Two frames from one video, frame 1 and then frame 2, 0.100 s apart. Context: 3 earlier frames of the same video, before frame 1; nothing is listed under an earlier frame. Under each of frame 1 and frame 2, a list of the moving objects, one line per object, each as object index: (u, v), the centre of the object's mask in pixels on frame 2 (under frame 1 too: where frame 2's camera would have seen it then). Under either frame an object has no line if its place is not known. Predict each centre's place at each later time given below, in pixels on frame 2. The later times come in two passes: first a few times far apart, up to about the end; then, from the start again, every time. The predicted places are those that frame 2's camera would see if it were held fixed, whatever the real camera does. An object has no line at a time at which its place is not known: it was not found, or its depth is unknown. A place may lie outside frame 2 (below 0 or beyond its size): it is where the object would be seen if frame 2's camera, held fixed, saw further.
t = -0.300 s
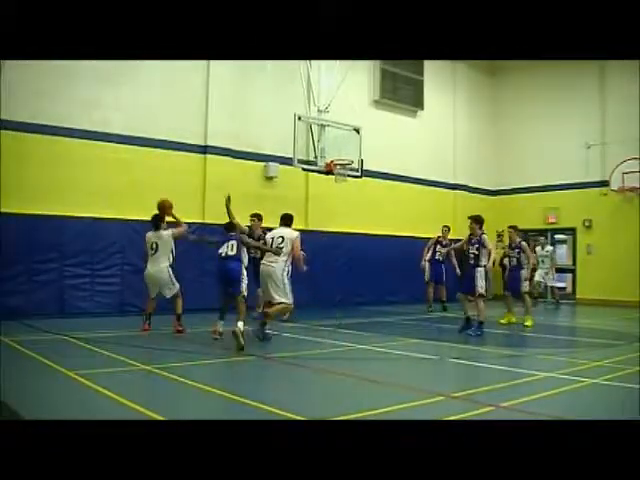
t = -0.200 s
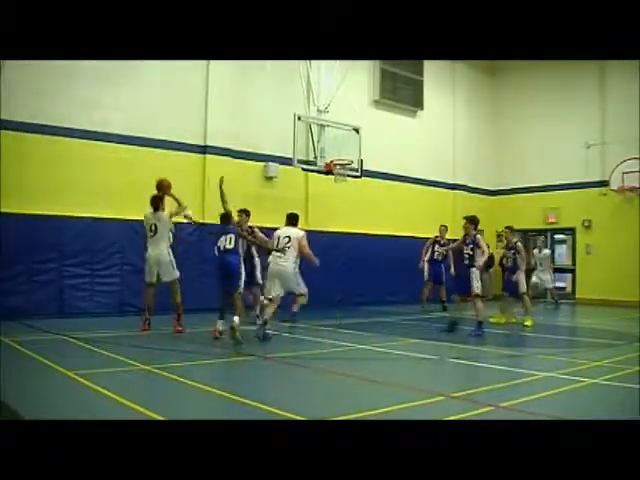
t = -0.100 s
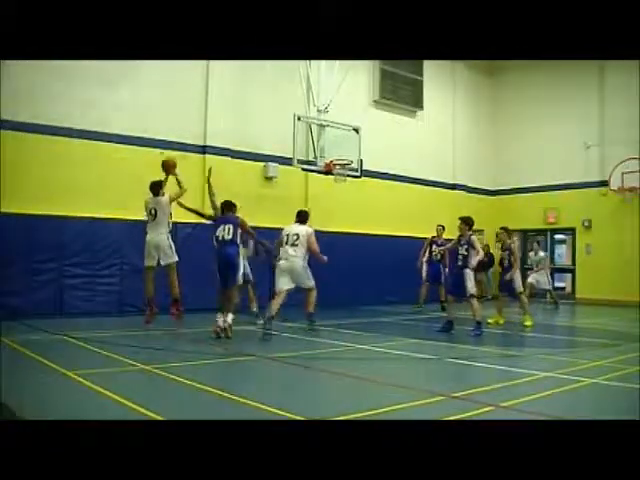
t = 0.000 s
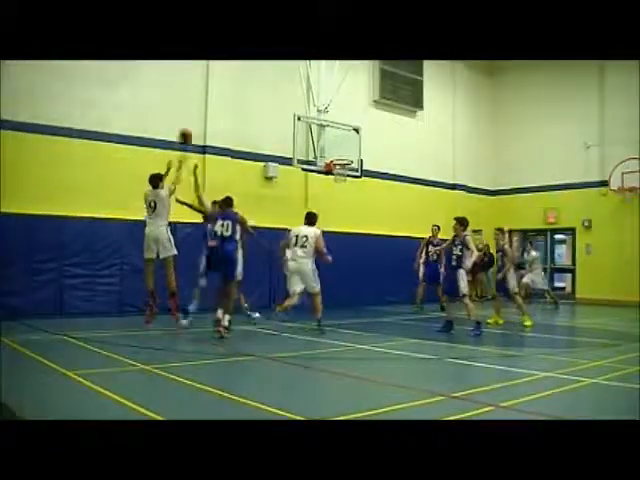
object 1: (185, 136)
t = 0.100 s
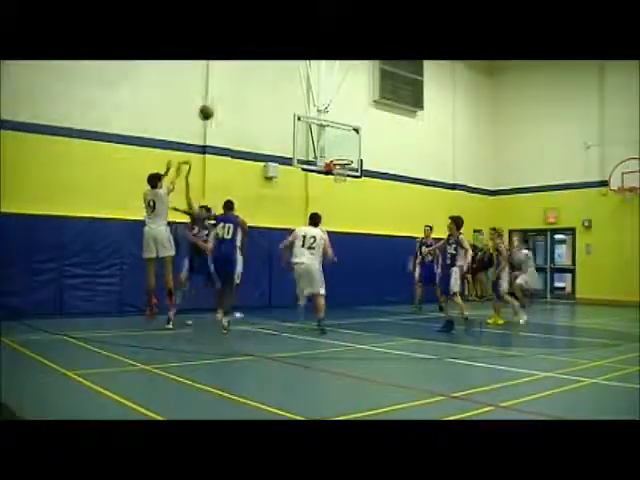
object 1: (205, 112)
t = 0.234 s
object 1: (231, 92)
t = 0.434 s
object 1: (263, 83)
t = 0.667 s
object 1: (295, 101)
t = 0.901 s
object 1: (322, 142)
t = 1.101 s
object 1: (308, 136)
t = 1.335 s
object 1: (294, 125)
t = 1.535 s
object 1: (285, 136)
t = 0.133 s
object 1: (212, 106)
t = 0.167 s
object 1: (218, 101)
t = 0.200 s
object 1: (224, 96)
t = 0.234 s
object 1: (231, 92)
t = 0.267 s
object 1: (236, 89)
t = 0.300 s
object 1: (242, 87)
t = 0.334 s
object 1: (247, 85)
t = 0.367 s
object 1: (252, 84)
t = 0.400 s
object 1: (258, 84)
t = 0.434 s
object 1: (263, 83)
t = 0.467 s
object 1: (268, 84)
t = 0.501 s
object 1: (272, 86)
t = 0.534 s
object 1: (277, 88)
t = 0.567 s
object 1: (281, 90)
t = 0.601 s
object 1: (286, 93)
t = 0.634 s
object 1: (290, 96)
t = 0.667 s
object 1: (295, 101)
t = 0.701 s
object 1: (298, 105)
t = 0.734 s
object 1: (303, 110)
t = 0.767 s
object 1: (306, 116)
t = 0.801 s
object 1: (310, 122)
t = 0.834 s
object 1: (315, 129)
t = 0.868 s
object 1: (318, 134)
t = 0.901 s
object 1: (322, 142)
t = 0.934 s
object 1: (325, 149)
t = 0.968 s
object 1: (328, 155)
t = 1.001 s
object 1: (325, 150)
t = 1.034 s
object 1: (319, 145)
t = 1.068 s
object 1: (314, 140)
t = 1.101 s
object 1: (308, 136)
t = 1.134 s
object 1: (303, 132)
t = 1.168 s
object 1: (299, 131)
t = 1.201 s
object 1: (298, 128)
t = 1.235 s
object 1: (297, 126)
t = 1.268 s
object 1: (295, 125)
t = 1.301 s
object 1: (295, 125)
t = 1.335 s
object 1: (294, 125)
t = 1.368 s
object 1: (292, 126)
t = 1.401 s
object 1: (291, 126)
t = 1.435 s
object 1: (289, 128)
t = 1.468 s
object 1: (288, 130)
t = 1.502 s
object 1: (287, 133)
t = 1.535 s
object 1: (285, 136)
